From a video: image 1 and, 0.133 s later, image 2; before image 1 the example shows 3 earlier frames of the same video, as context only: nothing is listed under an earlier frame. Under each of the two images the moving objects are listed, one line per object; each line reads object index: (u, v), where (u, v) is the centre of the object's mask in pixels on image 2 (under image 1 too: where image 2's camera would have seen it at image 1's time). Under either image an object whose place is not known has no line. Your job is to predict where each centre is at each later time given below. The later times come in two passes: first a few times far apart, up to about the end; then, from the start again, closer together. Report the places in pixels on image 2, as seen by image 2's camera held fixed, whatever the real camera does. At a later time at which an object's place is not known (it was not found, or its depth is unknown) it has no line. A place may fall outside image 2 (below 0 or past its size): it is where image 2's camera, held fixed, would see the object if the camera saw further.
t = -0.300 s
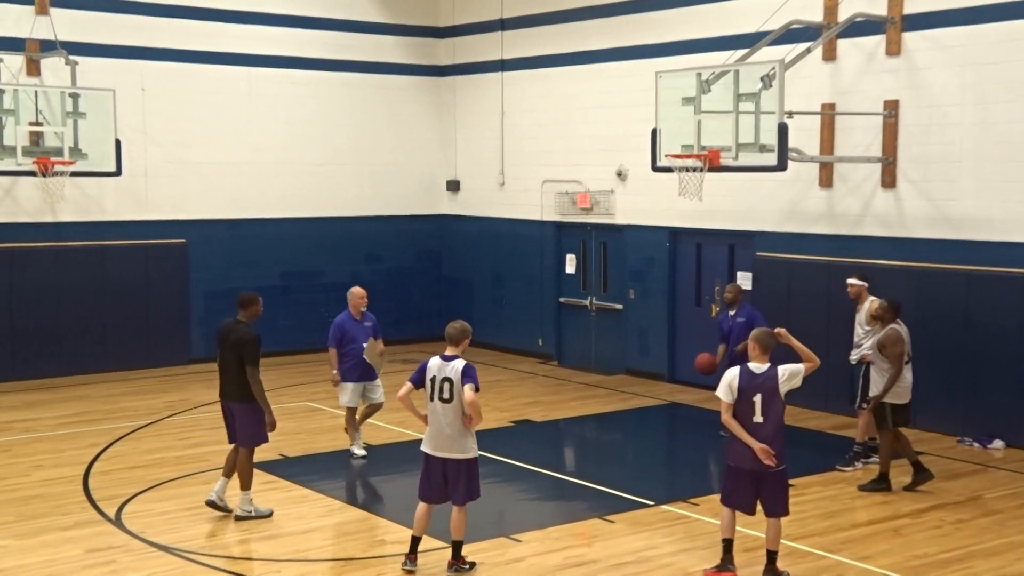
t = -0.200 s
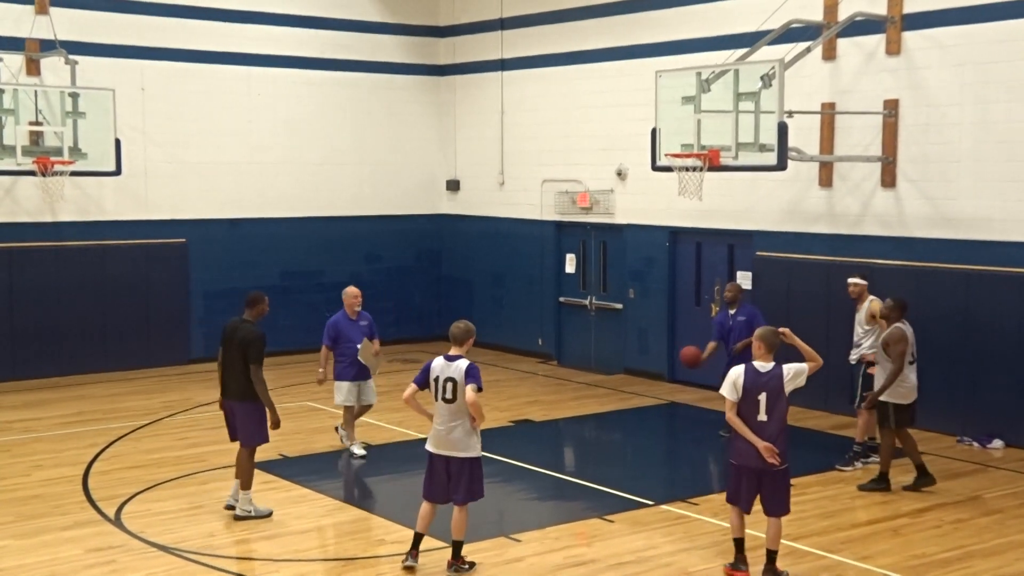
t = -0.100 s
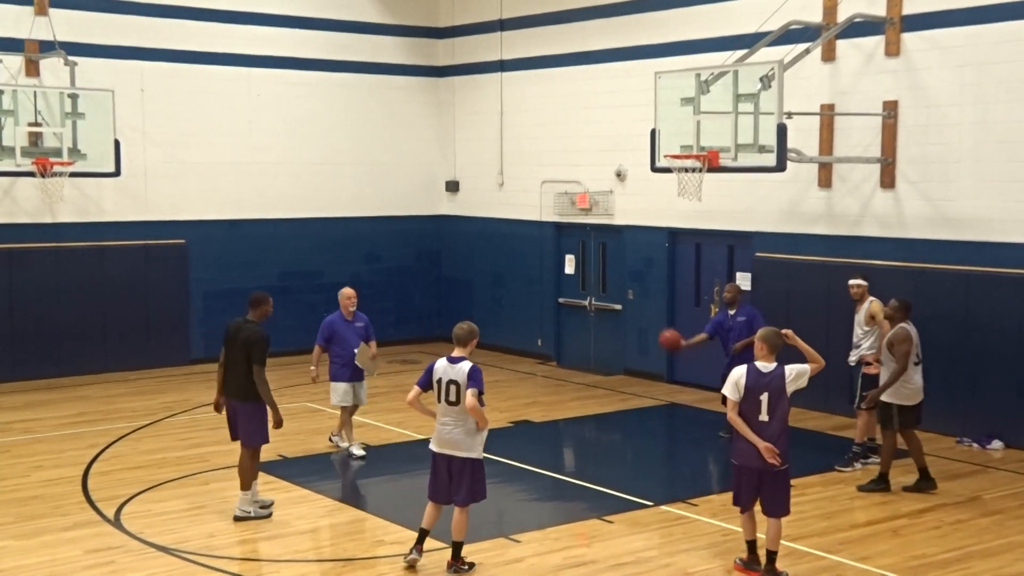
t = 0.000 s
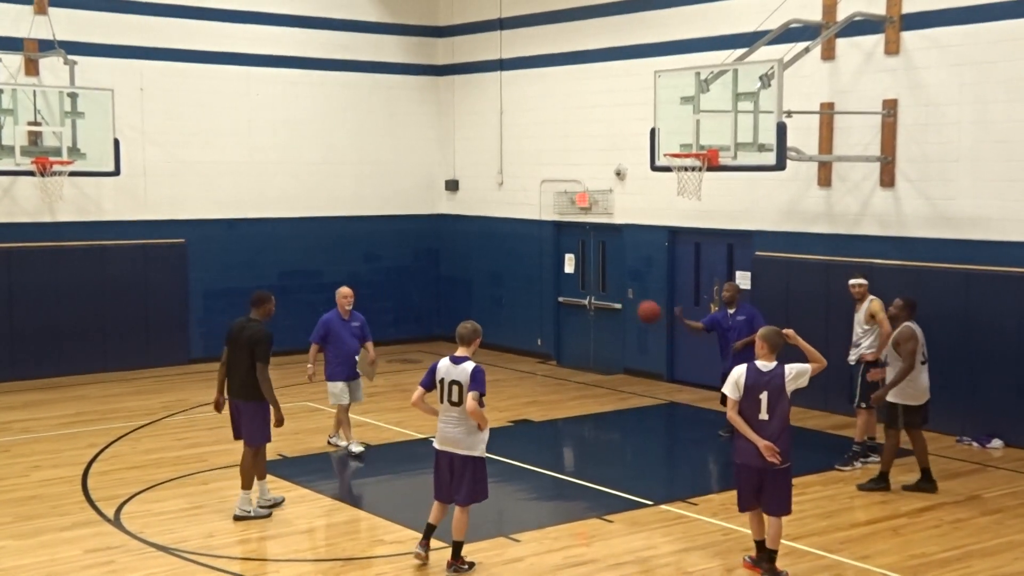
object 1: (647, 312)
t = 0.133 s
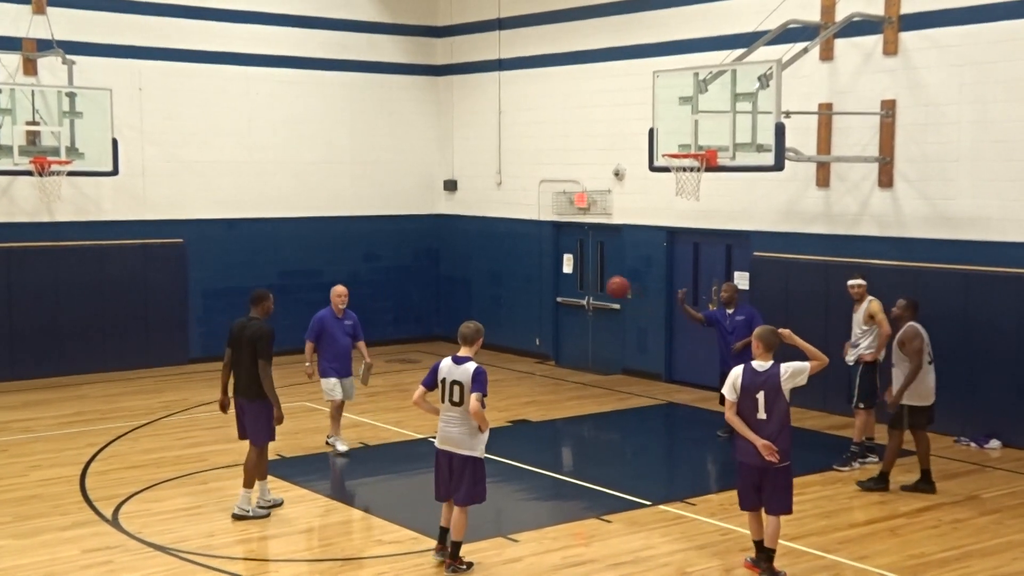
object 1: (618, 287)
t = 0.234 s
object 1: (595, 280)
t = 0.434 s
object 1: (548, 292)
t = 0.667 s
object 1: (493, 357)
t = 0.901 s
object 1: (432, 454)
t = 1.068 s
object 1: (394, 401)
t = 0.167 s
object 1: (610, 284)
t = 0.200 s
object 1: (602, 281)
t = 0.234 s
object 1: (595, 280)
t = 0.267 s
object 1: (587, 279)
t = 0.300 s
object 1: (579, 280)
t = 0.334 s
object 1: (572, 281)
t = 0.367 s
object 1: (564, 284)
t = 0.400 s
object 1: (556, 288)
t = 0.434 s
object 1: (548, 292)
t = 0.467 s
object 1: (540, 299)
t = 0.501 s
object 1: (532, 306)
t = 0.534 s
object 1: (523, 314)
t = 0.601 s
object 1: (507, 335)
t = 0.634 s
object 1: (499, 346)
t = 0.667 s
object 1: (493, 357)
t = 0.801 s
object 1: (450, 425)
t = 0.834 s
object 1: (445, 446)
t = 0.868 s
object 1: (439, 465)
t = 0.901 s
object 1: (432, 454)
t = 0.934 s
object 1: (425, 443)
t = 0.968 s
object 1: (417, 431)
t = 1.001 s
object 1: (409, 419)
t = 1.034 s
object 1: (402, 409)
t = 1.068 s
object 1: (394, 401)
